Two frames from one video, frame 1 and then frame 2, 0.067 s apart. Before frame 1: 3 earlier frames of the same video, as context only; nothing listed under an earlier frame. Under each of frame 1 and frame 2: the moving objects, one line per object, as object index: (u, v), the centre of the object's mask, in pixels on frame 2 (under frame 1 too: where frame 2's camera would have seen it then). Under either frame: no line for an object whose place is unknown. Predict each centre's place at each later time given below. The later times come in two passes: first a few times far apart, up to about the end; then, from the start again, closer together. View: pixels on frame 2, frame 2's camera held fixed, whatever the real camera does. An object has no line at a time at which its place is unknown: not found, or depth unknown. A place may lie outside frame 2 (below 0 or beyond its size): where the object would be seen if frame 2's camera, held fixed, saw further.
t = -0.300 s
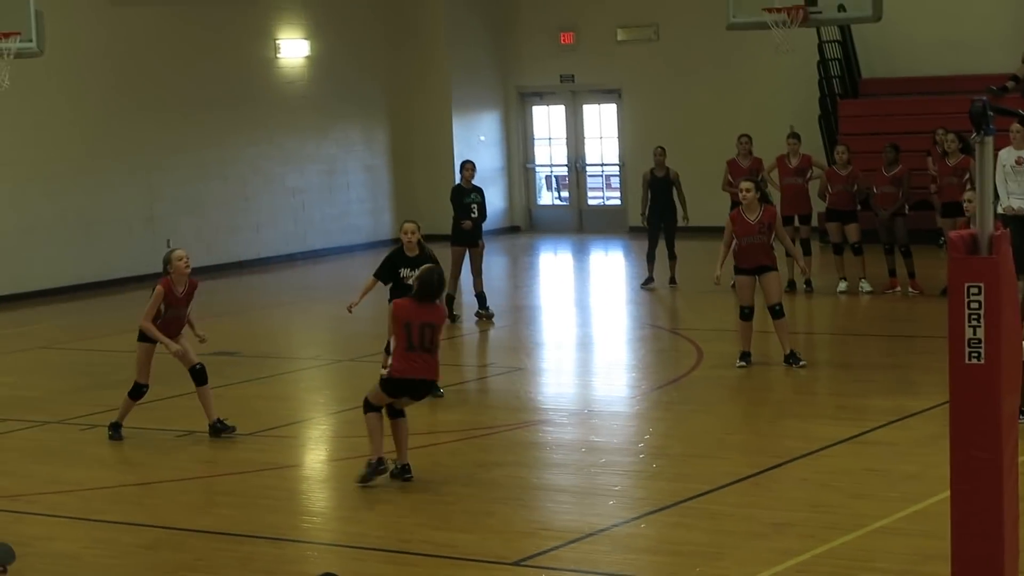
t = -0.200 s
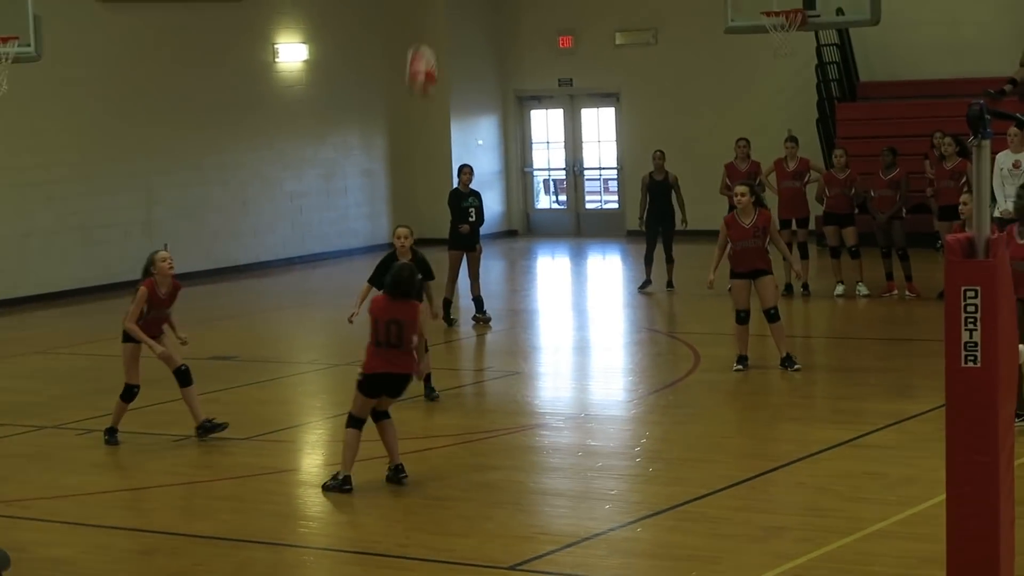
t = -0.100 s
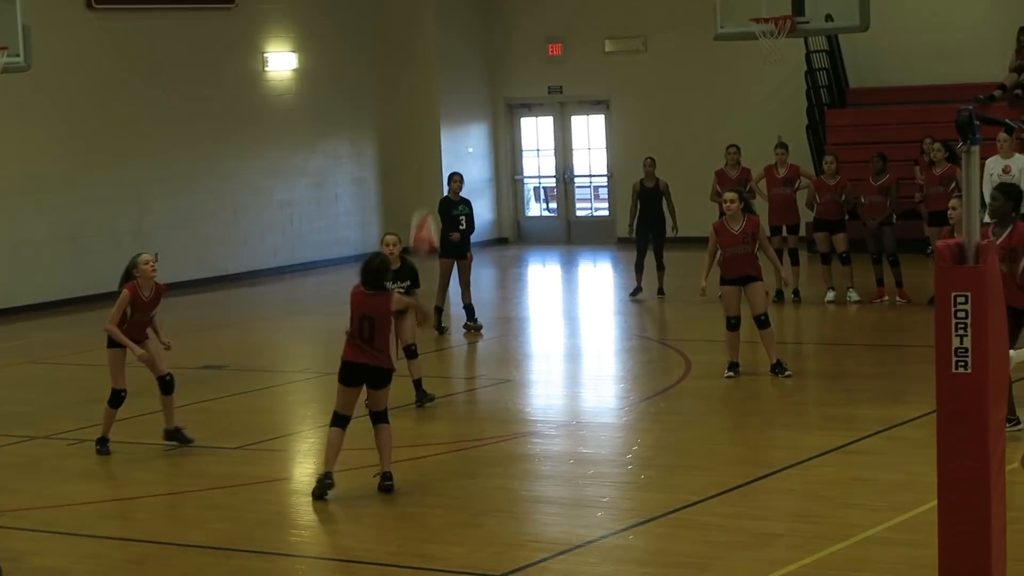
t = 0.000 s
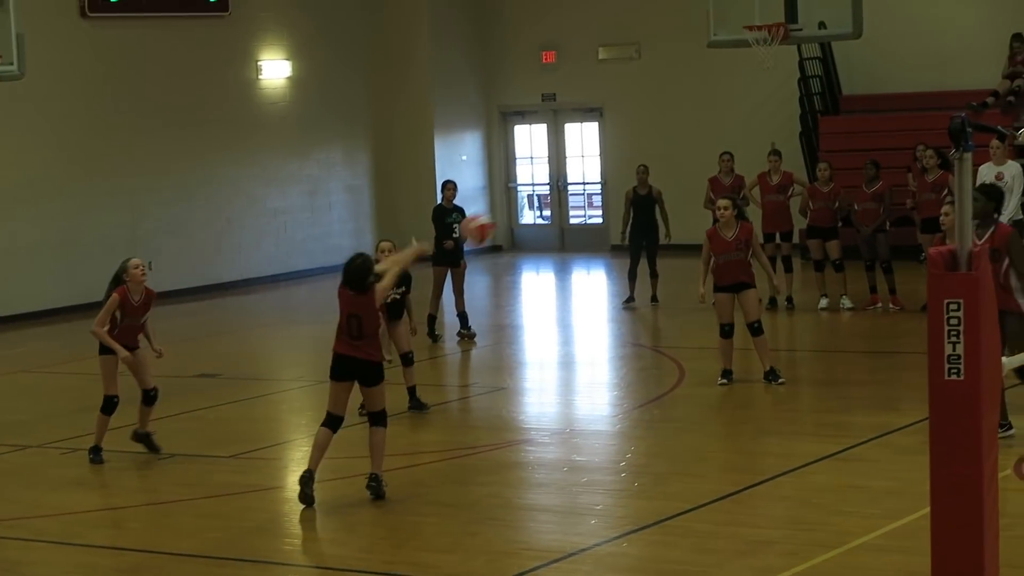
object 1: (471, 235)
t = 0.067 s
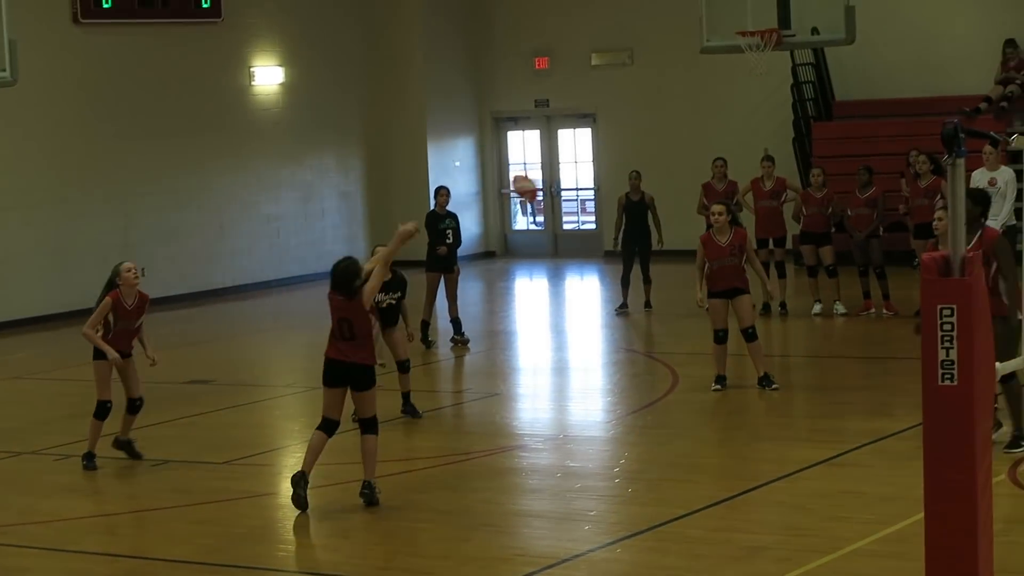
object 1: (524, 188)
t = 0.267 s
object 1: (702, 79)
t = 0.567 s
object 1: (1006, 33)
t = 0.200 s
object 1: (640, 108)
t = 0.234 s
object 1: (672, 92)
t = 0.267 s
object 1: (702, 79)
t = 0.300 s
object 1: (735, 67)
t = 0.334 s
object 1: (766, 56)
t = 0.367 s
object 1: (801, 48)
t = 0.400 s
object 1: (833, 41)
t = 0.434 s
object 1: (868, 35)
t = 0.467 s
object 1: (900, 32)
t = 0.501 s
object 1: (934, 32)
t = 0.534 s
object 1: (969, 32)
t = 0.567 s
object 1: (1006, 33)
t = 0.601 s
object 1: (1044, 39)
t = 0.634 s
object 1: (1082, 46)
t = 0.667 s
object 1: (1120, 56)
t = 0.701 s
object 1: (1159, 67)
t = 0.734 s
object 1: (1202, 81)
